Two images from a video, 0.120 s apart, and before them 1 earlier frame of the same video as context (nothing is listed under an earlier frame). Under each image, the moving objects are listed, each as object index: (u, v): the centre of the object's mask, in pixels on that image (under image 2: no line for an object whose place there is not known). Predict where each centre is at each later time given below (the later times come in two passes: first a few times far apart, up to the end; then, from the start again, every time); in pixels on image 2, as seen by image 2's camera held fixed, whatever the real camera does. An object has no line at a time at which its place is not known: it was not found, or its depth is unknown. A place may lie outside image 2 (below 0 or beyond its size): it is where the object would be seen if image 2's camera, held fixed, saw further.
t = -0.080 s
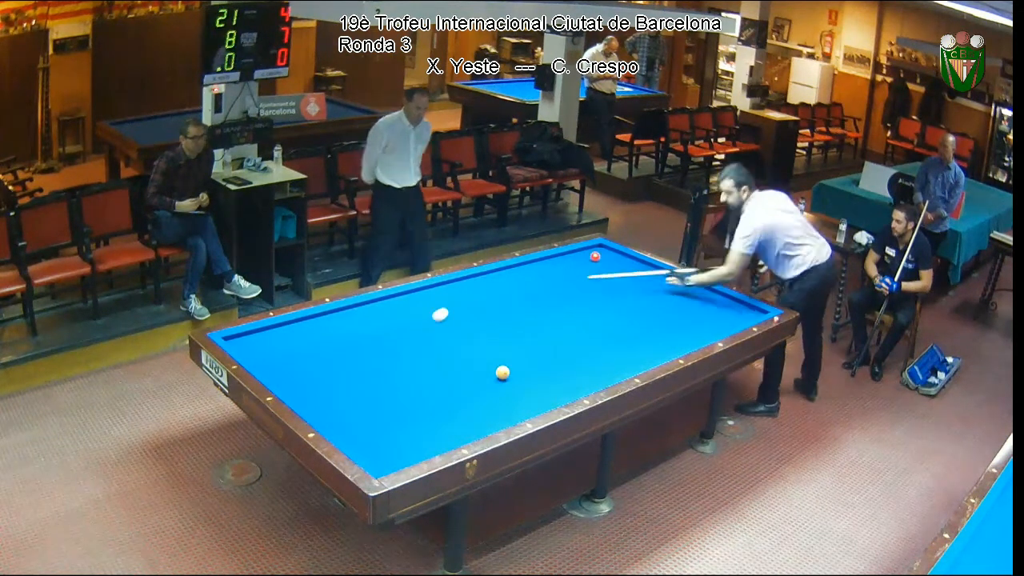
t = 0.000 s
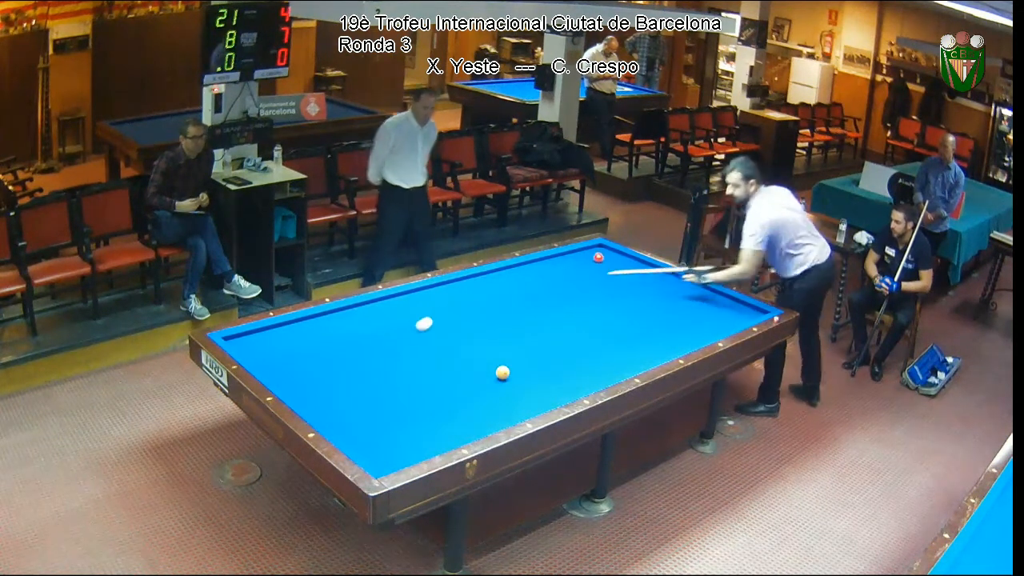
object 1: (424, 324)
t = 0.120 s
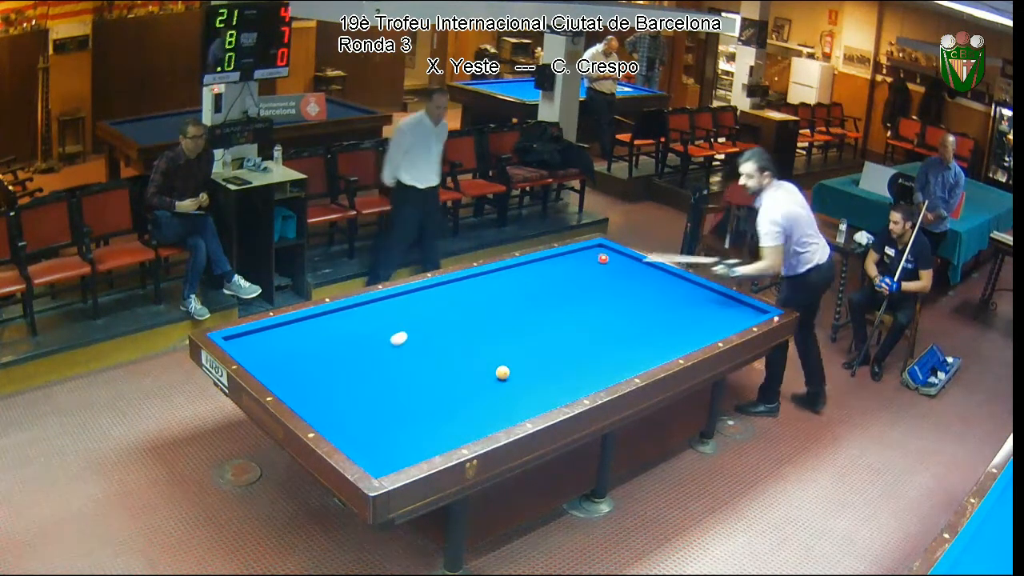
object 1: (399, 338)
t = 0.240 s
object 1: (371, 354)
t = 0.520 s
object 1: (301, 395)
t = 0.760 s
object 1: (379, 400)
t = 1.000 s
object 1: (450, 406)
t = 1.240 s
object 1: (518, 410)
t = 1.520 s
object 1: (536, 384)
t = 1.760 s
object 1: (550, 364)
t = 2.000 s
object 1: (562, 345)
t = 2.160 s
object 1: (569, 334)
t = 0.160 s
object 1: (390, 344)
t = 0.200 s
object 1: (380, 349)
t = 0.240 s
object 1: (371, 354)
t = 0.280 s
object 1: (362, 360)
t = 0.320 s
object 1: (352, 366)
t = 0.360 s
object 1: (342, 371)
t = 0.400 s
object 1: (331, 377)
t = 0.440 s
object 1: (321, 383)
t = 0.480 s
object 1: (311, 389)
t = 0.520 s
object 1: (301, 395)
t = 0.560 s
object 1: (308, 398)
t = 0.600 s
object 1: (323, 398)
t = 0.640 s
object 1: (337, 399)
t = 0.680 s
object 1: (352, 399)
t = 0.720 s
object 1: (365, 400)
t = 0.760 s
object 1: (379, 400)
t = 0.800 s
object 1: (391, 401)
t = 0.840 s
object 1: (404, 402)
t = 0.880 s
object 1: (415, 403)
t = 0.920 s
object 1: (427, 404)
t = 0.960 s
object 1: (438, 405)
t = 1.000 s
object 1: (450, 406)
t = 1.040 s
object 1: (462, 407)
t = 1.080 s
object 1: (473, 408)
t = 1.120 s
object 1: (485, 409)
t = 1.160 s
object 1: (497, 409)
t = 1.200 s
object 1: (508, 410)
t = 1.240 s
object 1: (518, 410)
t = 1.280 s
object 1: (522, 407)
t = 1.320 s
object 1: (524, 403)
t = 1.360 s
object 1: (526, 399)
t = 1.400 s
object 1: (529, 395)
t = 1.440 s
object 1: (531, 391)
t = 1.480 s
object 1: (534, 388)
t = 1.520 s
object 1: (536, 384)
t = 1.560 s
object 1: (538, 380)
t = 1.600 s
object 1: (541, 377)
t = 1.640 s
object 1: (543, 374)
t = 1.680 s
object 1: (545, 370)
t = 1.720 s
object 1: (548, 367)
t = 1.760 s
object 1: (550, 364)
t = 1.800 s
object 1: (552, 360)
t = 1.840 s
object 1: (554, 357)
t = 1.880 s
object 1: (556, 354)
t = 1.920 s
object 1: (558, 351)
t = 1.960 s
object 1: (560, 348)
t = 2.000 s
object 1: (562, 345)
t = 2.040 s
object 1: (564, 343)
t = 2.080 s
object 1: (566, 340)
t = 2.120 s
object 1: (568, 337)
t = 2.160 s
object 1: (569, 334)
